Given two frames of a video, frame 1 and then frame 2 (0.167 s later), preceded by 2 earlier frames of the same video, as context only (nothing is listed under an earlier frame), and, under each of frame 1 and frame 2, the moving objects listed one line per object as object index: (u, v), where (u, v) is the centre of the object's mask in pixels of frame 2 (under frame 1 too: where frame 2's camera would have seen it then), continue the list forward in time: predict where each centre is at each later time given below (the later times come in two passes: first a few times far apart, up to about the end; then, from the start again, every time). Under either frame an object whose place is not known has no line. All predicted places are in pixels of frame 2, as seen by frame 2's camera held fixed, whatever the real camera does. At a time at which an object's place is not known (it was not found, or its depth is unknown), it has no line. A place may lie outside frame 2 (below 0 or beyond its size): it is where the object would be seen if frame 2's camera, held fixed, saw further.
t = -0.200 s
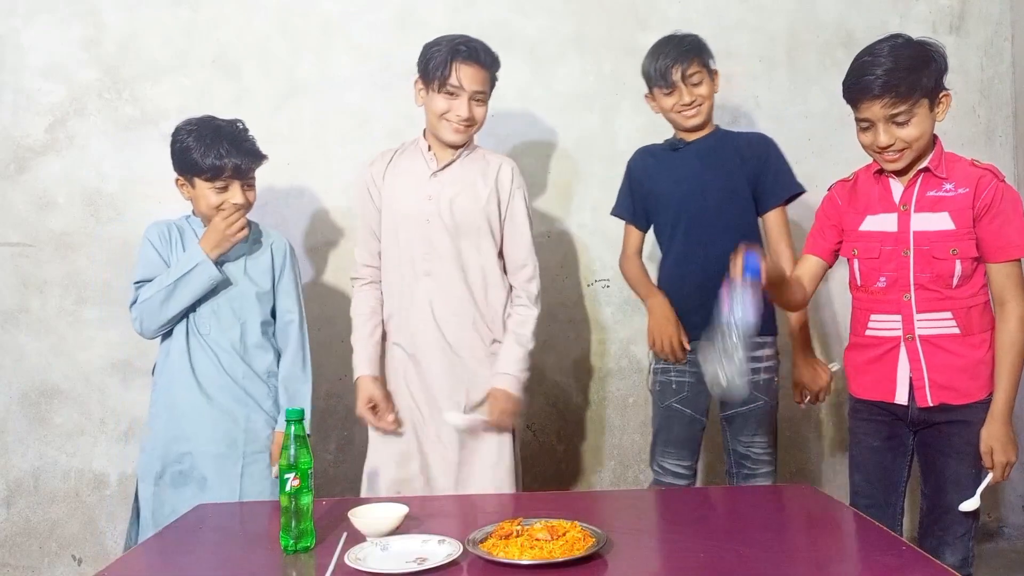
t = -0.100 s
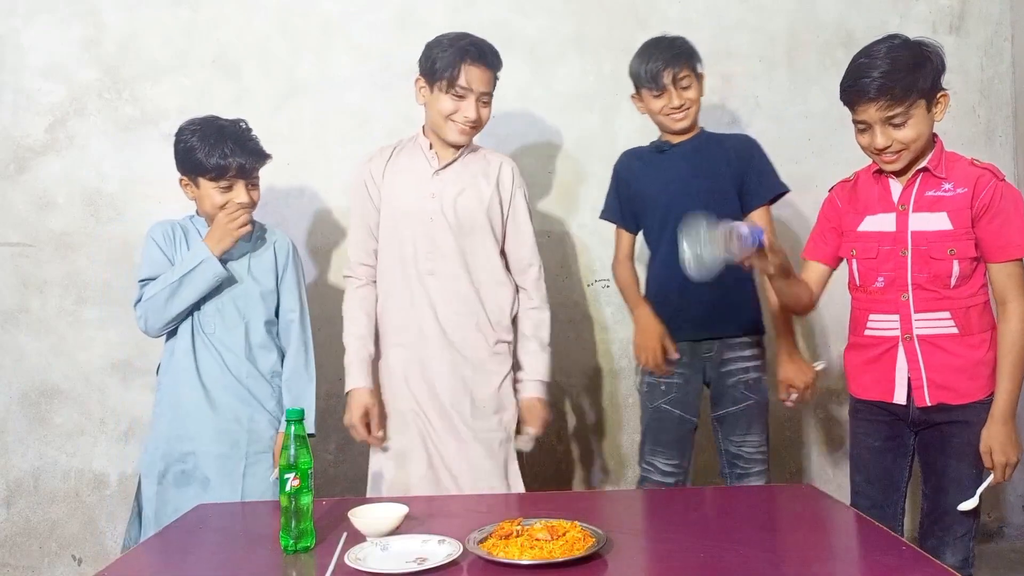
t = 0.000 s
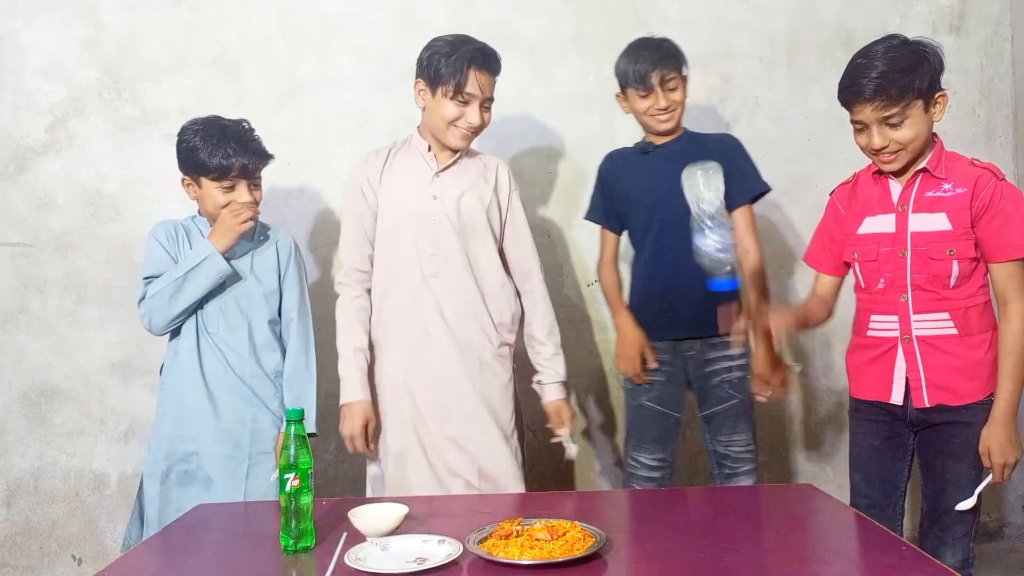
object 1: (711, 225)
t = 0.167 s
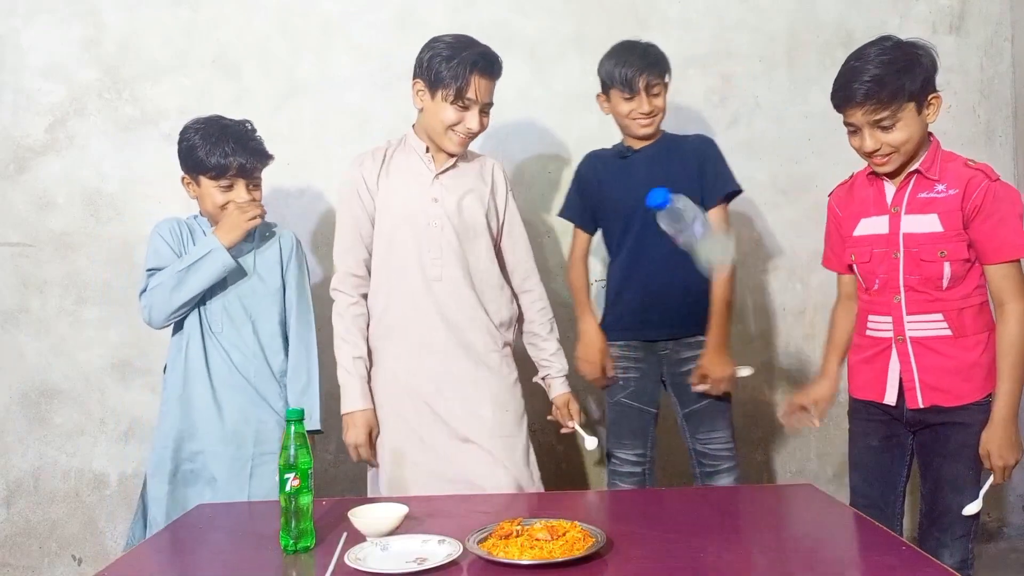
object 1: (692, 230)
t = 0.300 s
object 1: (715, 374)
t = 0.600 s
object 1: (746, 501)
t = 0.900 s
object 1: (746, 501)
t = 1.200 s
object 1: (746, 501)
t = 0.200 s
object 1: (698, 253)
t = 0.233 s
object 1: (705, 287)
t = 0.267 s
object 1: (710, 327)
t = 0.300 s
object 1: (715, 374)
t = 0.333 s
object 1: (719, 420)
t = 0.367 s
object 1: (726, 468)
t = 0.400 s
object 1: (731, 472)
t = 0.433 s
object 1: (732, 474)
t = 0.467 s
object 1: (737, 478)
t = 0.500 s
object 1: (741, 489)
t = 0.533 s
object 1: (743, 502)
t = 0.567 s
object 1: (745, 500)
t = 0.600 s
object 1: (746, 501)
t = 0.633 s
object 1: (745, 501)
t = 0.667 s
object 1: (745, 501)
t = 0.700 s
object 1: (745, 501)
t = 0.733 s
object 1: (746, 501)
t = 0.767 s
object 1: (746, 501)
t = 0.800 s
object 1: (746, 501)
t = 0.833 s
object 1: (745, 501)
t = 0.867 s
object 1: (745, 501)
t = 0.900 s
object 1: (746, 501)
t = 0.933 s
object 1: (745, 501)
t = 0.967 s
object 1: (745, 501)
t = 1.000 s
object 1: (746, 501)
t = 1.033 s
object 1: (746, 501)
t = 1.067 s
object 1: (746, 501)
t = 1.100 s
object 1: (746, 501)
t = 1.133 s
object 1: (746, 501)
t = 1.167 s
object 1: (745, 501)
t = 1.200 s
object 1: (746, 501)
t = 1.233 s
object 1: (745, 501)
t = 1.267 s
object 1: (745, 501)
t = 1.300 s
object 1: (745, 501)
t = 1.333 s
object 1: (745, 501)
